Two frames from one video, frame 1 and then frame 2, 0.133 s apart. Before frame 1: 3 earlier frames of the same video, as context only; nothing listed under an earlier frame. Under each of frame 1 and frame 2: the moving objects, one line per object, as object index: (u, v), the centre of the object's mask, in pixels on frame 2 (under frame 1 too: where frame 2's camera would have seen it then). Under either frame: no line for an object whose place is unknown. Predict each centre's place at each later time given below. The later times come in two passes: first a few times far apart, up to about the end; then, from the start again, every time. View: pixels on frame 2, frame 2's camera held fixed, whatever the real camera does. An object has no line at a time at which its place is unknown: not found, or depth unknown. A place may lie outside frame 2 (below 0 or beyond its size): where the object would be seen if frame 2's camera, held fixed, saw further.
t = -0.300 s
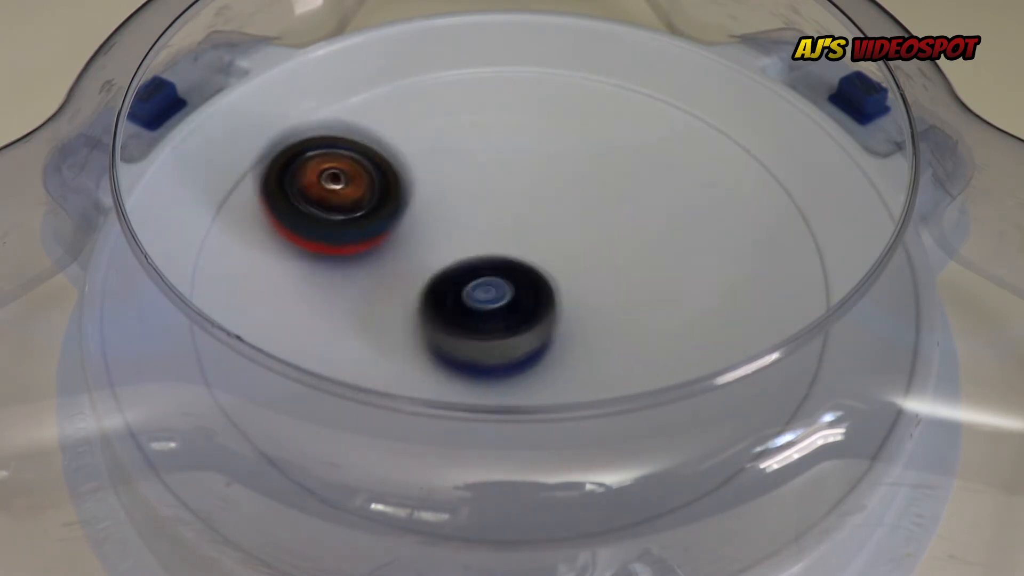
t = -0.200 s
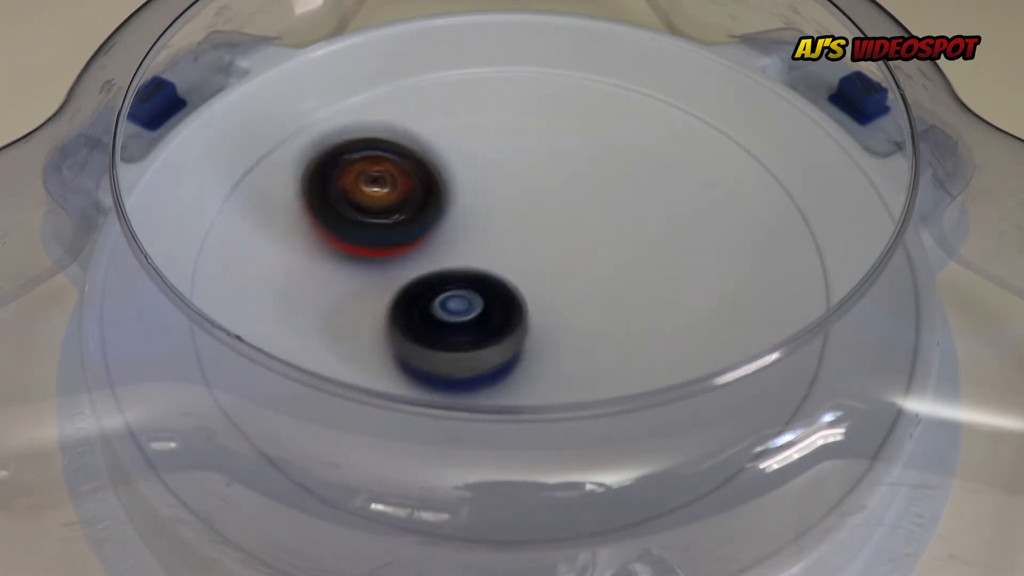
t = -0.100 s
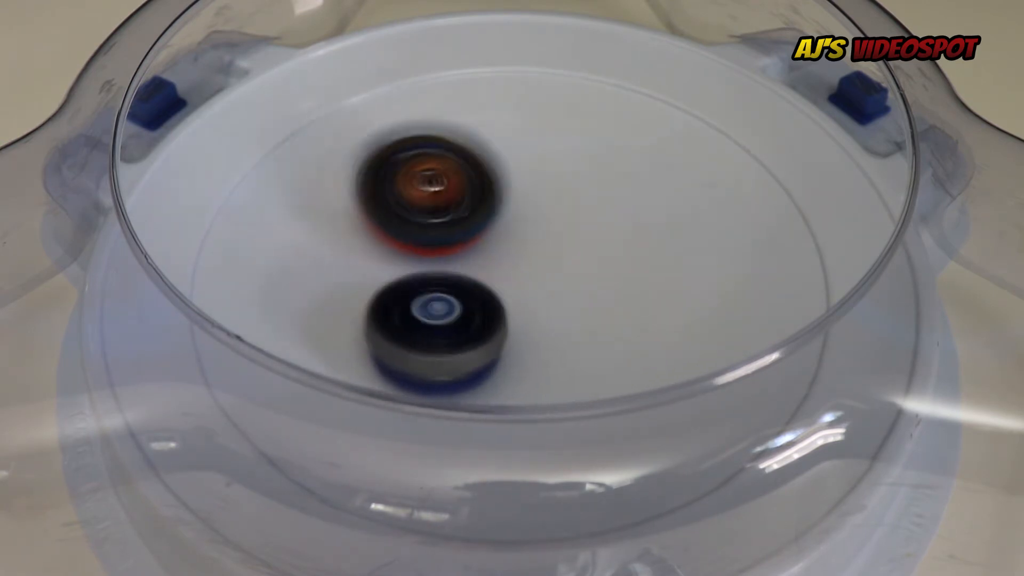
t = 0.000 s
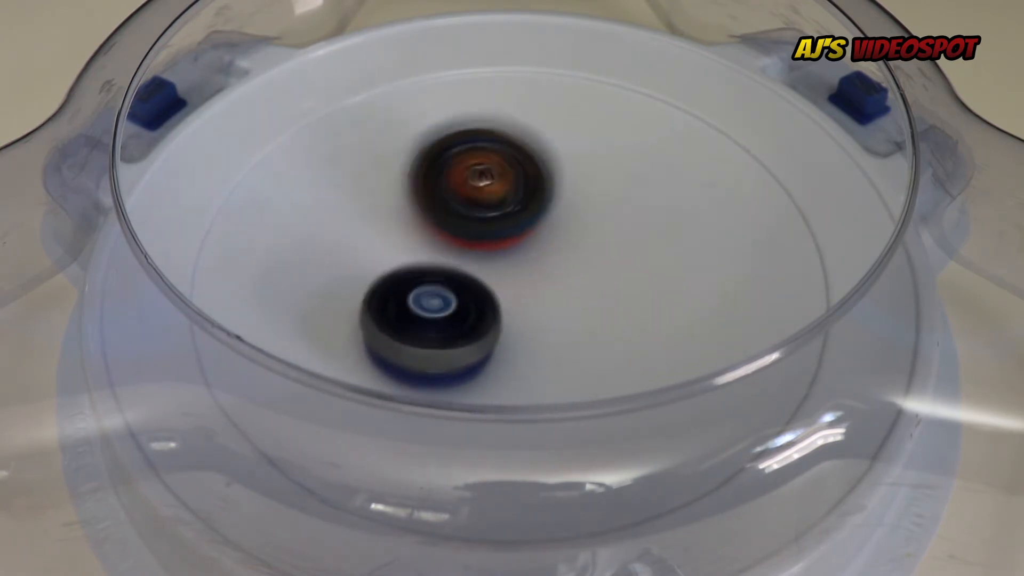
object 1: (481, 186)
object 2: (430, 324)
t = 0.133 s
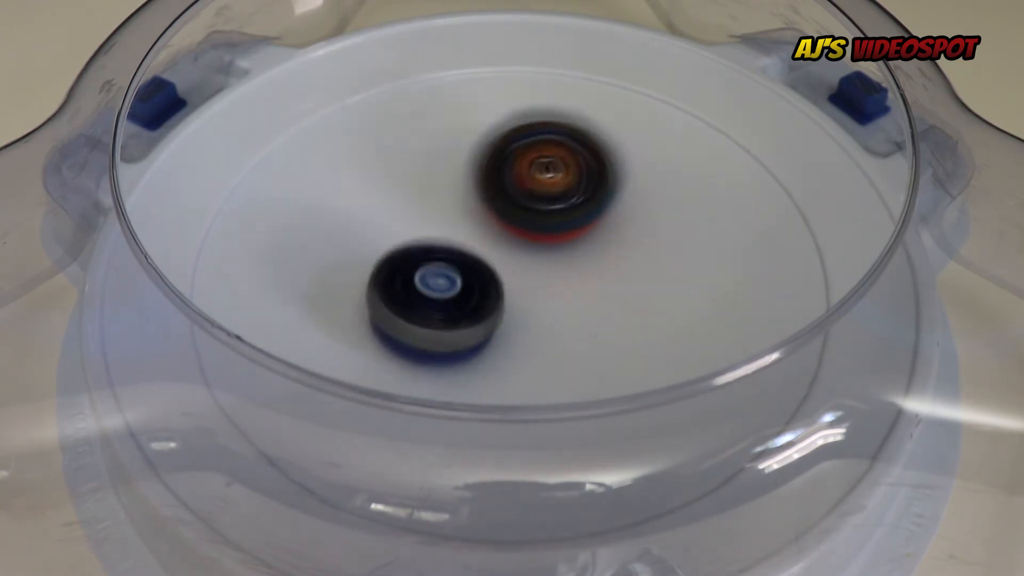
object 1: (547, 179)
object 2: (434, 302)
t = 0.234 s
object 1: (591, 175)
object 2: (432, 274)
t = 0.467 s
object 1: (648, 168)
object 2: (435, 215)
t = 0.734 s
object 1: (587, 245)
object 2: (465, 186)
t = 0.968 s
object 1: (518, 321)
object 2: (518, 207)
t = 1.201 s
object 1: (458, 357)
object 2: (582, 238)
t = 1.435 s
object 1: (448, 321)
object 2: (591, 270)
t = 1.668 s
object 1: (375, 250)
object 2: (595, 276)
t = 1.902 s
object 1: (354, 191)
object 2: (516, 279)
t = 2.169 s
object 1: (428, 170)
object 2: (421, 290)
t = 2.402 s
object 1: (528, 174)
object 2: (425, 287)
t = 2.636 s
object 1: (613, 199)
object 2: (465, 247)
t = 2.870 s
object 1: (649, 234)
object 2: (505, 207)
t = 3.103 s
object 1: (612, 311)
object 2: (507, 173)
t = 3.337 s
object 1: (557, 355)
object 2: (499, 190)
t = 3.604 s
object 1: (429, 346)
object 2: (524, 242)
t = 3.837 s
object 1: (342, 330)
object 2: (582, 220)
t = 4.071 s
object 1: (397, 268)
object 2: (561, 234)
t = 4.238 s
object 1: (408, 244)
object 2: (577, 243)
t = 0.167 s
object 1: (562, 178)
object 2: (434, 295)
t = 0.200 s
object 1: (577, 177)
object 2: (433, 285)
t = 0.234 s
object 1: (591, 175)
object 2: (432, 274)
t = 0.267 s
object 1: (604, 174)
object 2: (430, 265)
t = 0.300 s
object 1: (616, 172)
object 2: (430, 256)
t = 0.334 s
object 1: (628, 171)
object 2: (429, 246)
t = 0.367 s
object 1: (637, 169)
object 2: (430, 238)
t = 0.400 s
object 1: (645, 164)
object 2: (430, 230)
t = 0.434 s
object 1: (649, 168)
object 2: (432, 223)
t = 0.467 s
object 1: (648, 168)
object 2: (435, 215)
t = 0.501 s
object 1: (644, 175)
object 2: (438, 209)
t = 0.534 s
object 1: (639, 180)
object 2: (441, 203)
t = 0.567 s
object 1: (632, 187)
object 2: (446, 198)
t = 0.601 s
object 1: (623, 197)
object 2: (450, 194)
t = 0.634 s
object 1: (614, 210)
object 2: (455, 190)
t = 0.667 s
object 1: (605, 221)
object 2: (459, 188)
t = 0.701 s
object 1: (597, 233)
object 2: (462, 186)
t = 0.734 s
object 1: (587, 245)
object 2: (465, 186)
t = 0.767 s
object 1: (577, 258)
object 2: (470, 187)
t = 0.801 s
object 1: (568, 269)
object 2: (476, 189)
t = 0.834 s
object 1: (559, 280)
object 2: (481, 191)
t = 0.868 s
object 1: (548, 290)
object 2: (489, 193)
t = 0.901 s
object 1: (537, 300)
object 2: (499, 197)
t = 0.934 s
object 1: (528, 312)
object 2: (509, 202)
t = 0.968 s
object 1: (518, 321)
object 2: (518, 207)
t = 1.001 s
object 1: (508, 330)
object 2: (528, 211)
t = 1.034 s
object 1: (498, 338)
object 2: (539, 216)
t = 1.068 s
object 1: (488, 345)
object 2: (549, 221)
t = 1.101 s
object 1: (479, 349)
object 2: (558, 225)
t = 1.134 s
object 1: (470, 353)
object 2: (567, 230)
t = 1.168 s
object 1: (463, 356)
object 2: (576, 235)
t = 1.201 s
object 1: (458, 357)
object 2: (582, 238)
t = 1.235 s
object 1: (454, 358)
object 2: (587, 243)
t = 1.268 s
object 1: (453, 357)
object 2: (592, 249)
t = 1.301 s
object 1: (453, 355)
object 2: (596, 253)
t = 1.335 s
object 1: (454, 350)
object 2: (598, 257)
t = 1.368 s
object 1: (454, 343)
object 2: (597, 262)
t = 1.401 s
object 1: (452, 334)
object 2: (595, 265)
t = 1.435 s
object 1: (448, 321)
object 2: (591, 270)
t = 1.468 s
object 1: (443, 309)
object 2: (588, 274)
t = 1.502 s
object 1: (429, 296)
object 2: (599, 276)
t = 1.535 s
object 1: (414, 285)
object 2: (606, 277)
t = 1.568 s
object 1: (403, 277)
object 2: (607, 277)
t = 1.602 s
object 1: (393, 268)
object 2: (605, 278)
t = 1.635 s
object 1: (383, 258)
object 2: (601, 277)
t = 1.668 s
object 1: (375, 250)
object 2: (595, 276)
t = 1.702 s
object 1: (368, 241)
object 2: (588, 275)
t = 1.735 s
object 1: (363, 231)
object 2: (579, 275)
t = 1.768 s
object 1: (358, 222)
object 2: (567, 275)
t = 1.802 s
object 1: (355, 214)
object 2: (557, 276)
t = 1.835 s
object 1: (353, 205)
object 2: (545, 276)
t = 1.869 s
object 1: (353, 198)
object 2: (531, 277)
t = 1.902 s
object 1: (354, 191)
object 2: (516, 279)
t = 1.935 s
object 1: (358, 186)
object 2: (503, 280)
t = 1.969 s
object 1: (362, 181)
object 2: (487, 281)
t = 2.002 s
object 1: (370, 178)
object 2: (474, 284)
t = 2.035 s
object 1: (379, 176)
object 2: (462, 284)
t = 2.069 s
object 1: (389, 173)
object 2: (449, 286)
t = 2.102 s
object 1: (400, 172)
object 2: (438, 288)
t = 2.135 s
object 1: (414, 171)
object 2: (429, 289)
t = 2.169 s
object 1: (428, 170)
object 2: (421, 290)
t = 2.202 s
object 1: (442, 169)
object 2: (416, 290)
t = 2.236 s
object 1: (456, 169)
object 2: (412, 290)
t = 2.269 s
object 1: (470, 169)
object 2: (410, 290)
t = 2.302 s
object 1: (485, 169)
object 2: (412, 291)
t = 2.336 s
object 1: (499, 171)
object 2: (415, 290)
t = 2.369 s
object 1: (514, 172)
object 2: (420, 288)
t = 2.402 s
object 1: (528, 174)
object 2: (425, 287)
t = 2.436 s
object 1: (542, 177)
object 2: (430, 282)
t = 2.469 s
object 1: (555, 180)
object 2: (434, 277)
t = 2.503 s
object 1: (568, 183)
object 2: (440, 272)
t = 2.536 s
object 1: (580, 186)
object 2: (446, 267)
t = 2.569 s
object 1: (592, 191)
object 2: (452, 261)
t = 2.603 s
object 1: (603, 195)
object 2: (459, 254)
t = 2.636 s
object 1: (613, 199)
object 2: (465, 247)
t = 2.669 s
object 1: (623, 204)
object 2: (471, 240)
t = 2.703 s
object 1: (631, 208)
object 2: (478, 233)
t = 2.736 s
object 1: (639, 212)
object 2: (484, 226)
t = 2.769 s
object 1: (645, 217)
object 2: (489, 221)
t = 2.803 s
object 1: (649, 221)
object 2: (495, 215)
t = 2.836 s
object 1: (650, 227)
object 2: (500, 211)
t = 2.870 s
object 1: (649, 234)
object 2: (505, 207)
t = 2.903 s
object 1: (645, 240)
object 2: (510, 204)
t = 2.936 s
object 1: (640, 247)
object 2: (514, 201)
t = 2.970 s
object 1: (633, 254)
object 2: (515, 199)
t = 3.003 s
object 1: (624, 263)
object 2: (515, 199)
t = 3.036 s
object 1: (617, 276)
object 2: (515, 192)
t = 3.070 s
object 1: (615, 296)
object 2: (511, 181)
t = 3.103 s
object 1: (612, 311)
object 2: (507, 173)
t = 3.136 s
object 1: (607, 321)
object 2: (505, 170)
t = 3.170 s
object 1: (604, 329)
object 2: (505, 169)
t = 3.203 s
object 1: (599, 337)
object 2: (504, 171)
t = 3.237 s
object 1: (591, 343)
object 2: (503, 175)
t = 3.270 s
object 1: (581, 348)
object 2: (502, 180)
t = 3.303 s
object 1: (570, 352)
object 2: (501, 185)
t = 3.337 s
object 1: (557, 355)
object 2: (499, 190)
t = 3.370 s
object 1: (543, 357)
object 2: (498, 197)
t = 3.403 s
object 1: (528, 359)
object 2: (497, 204)
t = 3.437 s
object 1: (513, 359)
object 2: (496, 212)
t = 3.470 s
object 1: (498, 357)
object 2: (497, 222)
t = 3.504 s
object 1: (483, 355)
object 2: (498, 231)
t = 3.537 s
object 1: (469, 351)
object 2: (501, 241)
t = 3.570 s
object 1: (456, 345)
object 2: (506, 248)
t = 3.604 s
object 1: (429, 346)
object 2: (524, 242)
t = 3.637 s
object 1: (395, 356)
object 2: (542, 235)
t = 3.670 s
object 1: (375, 360)
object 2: (555, 228)
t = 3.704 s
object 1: (360, 358)
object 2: (566, 225)
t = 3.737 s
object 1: (352, 353)
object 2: (571, 222)
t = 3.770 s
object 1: (346, 346)
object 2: (576, 221)
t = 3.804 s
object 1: (342, 340)
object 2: (580, 219)
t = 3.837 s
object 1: (342, 330)
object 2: (582, 220)
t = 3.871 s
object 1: (341, 322)
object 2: (583, 221)
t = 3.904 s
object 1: (343, 316)
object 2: (580, 222)
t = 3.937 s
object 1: (349, 304)
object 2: (579, 223)
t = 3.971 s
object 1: (358, 293)
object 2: (575, 224)
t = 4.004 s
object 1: (370, 286)
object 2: (572, 226)
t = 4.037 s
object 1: (383, 273)
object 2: (567, 229)
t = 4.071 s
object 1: (397, 268)
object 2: (561, 234)
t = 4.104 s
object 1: (410, 261)
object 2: (556, 238)
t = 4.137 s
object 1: (405, 252)
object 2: (566, 240)
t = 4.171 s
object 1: (401, 248)
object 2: (574, 239)
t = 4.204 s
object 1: (402, 245)
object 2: (576, 242)
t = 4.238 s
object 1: (408, 244)
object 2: (577, 243)
